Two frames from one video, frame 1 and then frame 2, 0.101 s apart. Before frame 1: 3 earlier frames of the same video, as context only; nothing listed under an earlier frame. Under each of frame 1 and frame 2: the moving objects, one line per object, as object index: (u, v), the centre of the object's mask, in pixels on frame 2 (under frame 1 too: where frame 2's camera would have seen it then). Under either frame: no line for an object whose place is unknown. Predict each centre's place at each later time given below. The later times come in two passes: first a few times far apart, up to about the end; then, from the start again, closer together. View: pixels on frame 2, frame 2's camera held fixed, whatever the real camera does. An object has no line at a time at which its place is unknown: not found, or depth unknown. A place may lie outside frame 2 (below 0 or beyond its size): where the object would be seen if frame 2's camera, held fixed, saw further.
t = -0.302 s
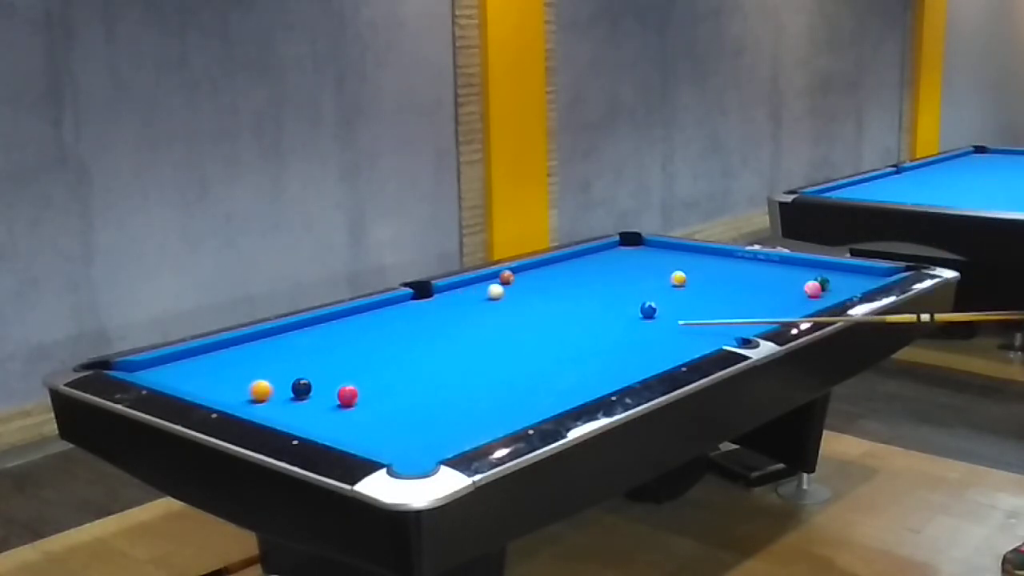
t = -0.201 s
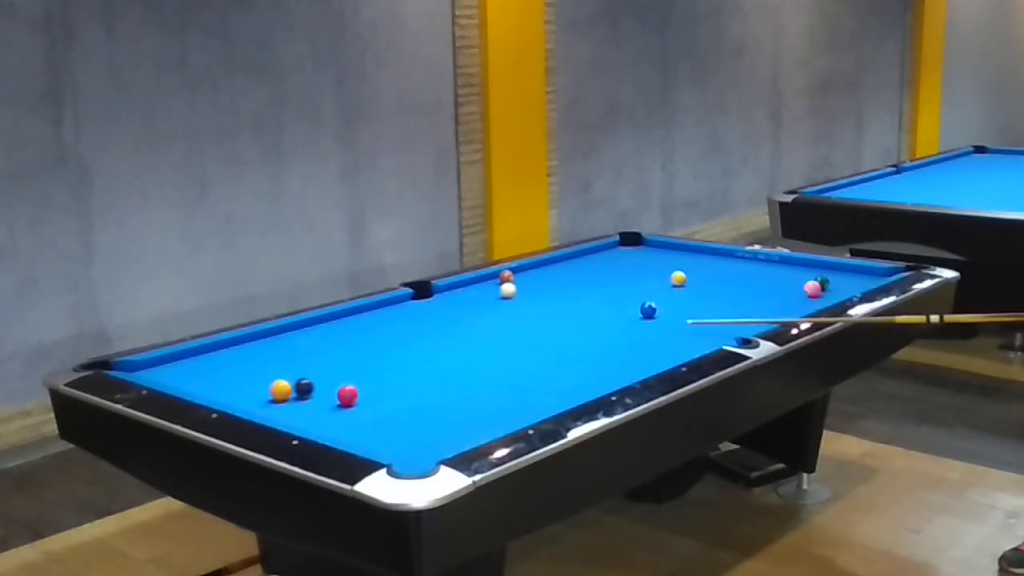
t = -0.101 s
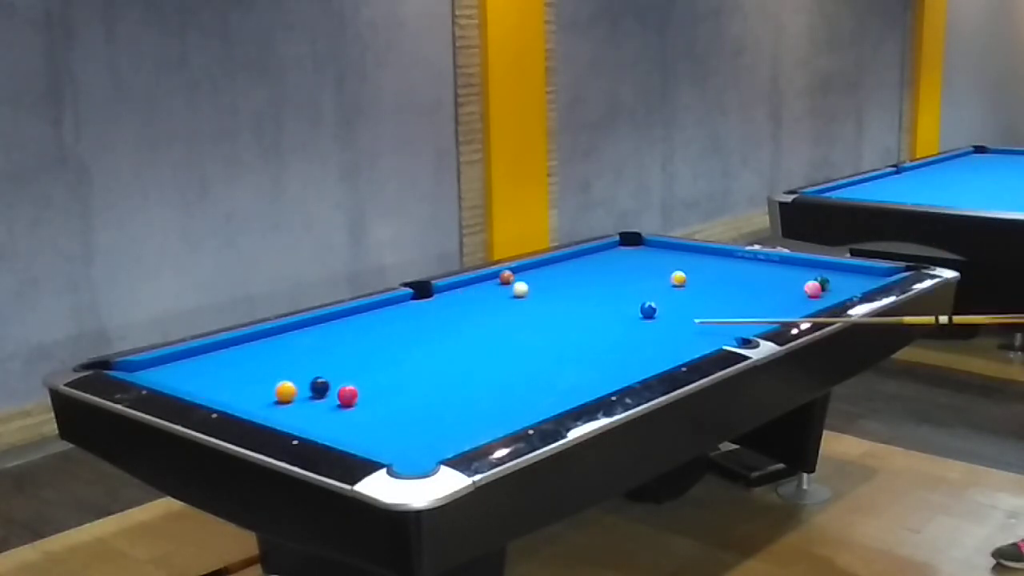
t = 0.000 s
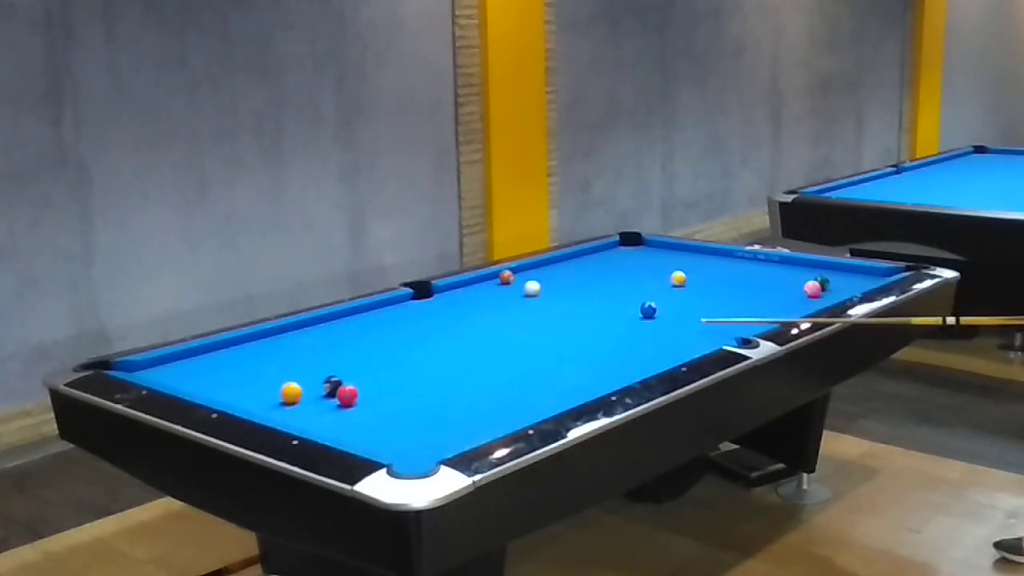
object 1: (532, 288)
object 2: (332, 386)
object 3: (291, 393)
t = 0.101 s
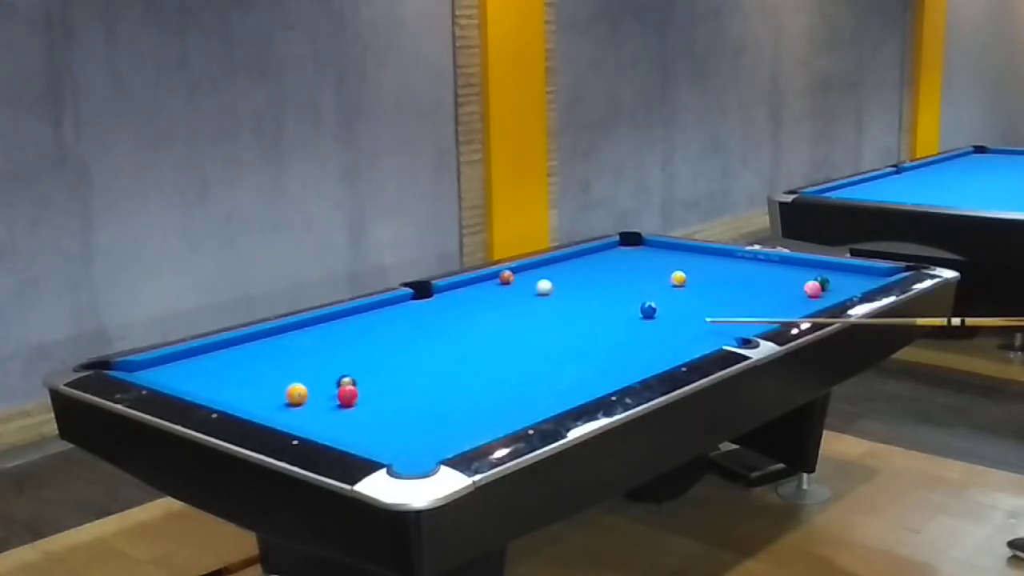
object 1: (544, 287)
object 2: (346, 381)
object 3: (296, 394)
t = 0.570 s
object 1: (596, 283)
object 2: (403, 381)
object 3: (319, 399)
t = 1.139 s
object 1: (651, 277)
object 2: (463, 377)
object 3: (341, 404)
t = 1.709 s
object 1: (700, 273)
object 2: (513, 374)
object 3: (356, 408)
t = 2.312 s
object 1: (744, 269)
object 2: (556, 371)
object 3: (366, 410)
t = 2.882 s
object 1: (780, 266)
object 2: (588, 370)
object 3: (369, 411)
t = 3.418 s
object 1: (809, 263)
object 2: (610, 369)
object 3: (369, 411)
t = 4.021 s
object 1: (816, 265)
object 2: (625, 367)
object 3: (369, 411)
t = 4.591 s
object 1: (817, 266)
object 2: (630, 367)
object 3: (369, 411)
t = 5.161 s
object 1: (816, 267)
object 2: (629, 367)
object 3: (369, 411)
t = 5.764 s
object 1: (816, 267)
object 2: (629, 367)
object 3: (369, 411)
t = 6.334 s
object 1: (816, 267)
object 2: (629, 367)
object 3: (369, 411)
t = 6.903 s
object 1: (817, 267)
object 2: (630, 367)
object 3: (369, 411)
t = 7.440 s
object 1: (817, 267)
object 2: (629, 367)
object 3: (369, 411)
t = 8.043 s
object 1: (817, 267)
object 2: (630, 367)
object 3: (369, 411)
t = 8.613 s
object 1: (817, 267)
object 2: (629, 367)
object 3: (369, 411)
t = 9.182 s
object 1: (817, 267)
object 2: (629, 367)
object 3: (369, 411)
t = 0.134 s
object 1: (547, 287)
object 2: (352, 381)
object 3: (298, 394)
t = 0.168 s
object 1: (551, 287)
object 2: (356, 382)
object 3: (300, 395)
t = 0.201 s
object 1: (555, 286)
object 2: (361, 383)
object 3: (302, 395)
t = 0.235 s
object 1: (559, 286)
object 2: (364, 384)
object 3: (303, 395)
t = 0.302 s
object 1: (567, 285)
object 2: (371, 383)
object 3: (307, 396)
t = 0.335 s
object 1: (570, 285)
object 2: (375, 383)
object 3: (308, 396)
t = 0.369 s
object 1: (574, 284)
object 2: (379, 382)
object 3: (310, 397)
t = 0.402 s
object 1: (578, 284)
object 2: (383, 382)
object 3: (312, 397)
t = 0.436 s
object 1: (581, 284)
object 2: (387, 382)
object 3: (313, 397)
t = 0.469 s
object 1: (585, 284)
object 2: (391, 382)
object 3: (315, 398)
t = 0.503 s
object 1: (588, 283)
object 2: (395, 382)
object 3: (316, 398)
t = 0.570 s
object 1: (596, 283)
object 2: (403, 381)
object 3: (319, 399)
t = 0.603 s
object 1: (599, 282)
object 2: (407, 381)
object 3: (320, 399)
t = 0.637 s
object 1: (602, 282)
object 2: (411, 381)
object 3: (322, 400)
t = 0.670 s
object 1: (606, 282)
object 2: (414, 380)
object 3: (323, 400)
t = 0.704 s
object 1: (609, 281)
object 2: (418, 380)
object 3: (325, 400)
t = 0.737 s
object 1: (612, 281)
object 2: (422, 380)
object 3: (326, 400)
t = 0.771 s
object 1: (616, 281)
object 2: (426, 380)
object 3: (327, 401)
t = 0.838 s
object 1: (622, 280)
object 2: (433, 379)
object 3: (330, 401)
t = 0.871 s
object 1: (626, 280)
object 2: (436, 379)
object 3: (331, 402)
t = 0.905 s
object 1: (629, 280)
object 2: (440, 378)
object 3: (333, 402)
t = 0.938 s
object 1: (632, 279)
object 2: (443, 378)
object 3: (334, 402)
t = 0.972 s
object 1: (635, 279)
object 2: (446, 378)
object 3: (335, 402)
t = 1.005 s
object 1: (639, 279)
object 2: (450, 378)
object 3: (336, 403)
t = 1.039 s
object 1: (642, 278)
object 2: (453, 378)
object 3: (337, 403)
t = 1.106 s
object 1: (648, 277)
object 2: (460, 377)
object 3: (340, 404)
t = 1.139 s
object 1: (651, 277)
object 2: (463, 377)
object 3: (341, 404)
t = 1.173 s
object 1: (654, 277)
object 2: (466, 377)
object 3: (342, 404)
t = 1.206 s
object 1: (657, 277)
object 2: (469, 377)
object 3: (343, 405)
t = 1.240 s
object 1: (660, 276)
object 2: (473, 376)
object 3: (344, 405)
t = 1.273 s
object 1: (663, 276)
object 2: (476, 376)
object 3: (345, 405)
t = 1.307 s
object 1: (665, 276)
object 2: (479, 376)
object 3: (346, 405)
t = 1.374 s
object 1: (670, 274)
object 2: (485, 376)
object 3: (348, 406)
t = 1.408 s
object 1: (673, 272)
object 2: (488, 375)
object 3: (349, 406)
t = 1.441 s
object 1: (676, 272)
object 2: (491, 375)
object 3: (350, 406)
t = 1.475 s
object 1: (682, 272)
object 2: (494, 375)
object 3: (351, 406)
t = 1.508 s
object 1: (685, 273)
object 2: (497, 375)
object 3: (351, 407)
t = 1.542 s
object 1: (687, 273)
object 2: (499, 374)
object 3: (352, 407)
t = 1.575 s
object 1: (690, 274)
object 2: (502, 374)
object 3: (353, 407)
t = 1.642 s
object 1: (694, 273)
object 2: (508, 374)
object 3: (354, 407)
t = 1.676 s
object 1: (697, 273)
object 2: (510, 374)
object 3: (355, 408)
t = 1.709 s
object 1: (700, 273)
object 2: (513, 374)
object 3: (356, 408)
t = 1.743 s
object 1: (702, 273)
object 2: (515, 373)
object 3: (357, 408)
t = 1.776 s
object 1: (705, 273)
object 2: (518, 373)
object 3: (358, 408)
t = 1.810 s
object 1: (708, 272)
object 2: (521, 373)
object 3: (358, 408)
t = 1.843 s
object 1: (710, 272)
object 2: (523, 373)
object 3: (359, 409)
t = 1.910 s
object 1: (716, 272)
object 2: (528, 373)
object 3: (360, 409)
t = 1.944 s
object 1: (718, 271)
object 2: (530, 373)
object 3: (361, 409)
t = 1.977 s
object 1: (720, 271)
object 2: (533, 372)
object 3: (361, 409)
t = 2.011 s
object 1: (723, 271)
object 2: (536, 372)
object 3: (362, 409)
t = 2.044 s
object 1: (725, 271)
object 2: (538, 372)
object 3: (362, 409)
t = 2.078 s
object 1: (728, 271)
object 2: (540, 372)
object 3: (363, 409)
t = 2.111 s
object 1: (730, 270)
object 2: (543, 372)
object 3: (364, 409)
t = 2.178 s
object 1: (735, 270)
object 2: (547, 372)
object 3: (365, 410)
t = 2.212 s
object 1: (738, 270)
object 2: (549, 372)
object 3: (365, 410)
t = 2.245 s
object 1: (740, 270)
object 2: (552, 371)
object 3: (366, 410)
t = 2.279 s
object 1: (742, 269)
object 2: (554, 372)
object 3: (366, 410)
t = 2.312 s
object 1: (744, 269)
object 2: (556, 371)
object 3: (366, 410)
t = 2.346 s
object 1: (747, 269)
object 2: (558, 371)
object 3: (367, 410)
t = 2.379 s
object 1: (749, 269)
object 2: (560, 371)
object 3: (367, 410)
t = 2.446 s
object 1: (753, 268)
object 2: (564, 371)
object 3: (368, 410)
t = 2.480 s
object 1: (756, 268)
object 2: (566, 370)
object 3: (368, 410)
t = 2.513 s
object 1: (758, 268)
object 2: (568, 370)
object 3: (368, 410)
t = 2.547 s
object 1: (760, 268)
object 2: (570, 370)
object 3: (369, 410)
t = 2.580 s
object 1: (762, 268)
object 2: (572, 370)
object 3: (369, 410)
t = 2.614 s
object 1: (764, 268)
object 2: (574, 370)
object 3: (369, 411)
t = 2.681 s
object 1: (768, 267)
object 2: (577, 370)
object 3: (369, 411)
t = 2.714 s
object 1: (770, 267)
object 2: (579, 370)
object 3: (369, 411)
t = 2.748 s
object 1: (772, 267)
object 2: (581, 370)
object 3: (369, 411)
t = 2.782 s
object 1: (774, 267)
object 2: (583, 370)
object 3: (369, 411)
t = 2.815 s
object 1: (777, 266)
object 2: (585, 370)
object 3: (369, 411)
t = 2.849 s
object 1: (778, 266)
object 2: (586, 369)
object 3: (369, 411)
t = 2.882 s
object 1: (780, 266)
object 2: (588, 370)
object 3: (369, 411)
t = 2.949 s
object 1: (784, 266)
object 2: (591, 369)
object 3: (369, 411)
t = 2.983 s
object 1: (786, 266)
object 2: (592, 369)
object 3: (369, 411)
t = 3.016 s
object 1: (788, 265)
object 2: (594, 369)
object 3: (369, 411)
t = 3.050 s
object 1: (790, 265)
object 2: (595, 369)
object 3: (369, 411)
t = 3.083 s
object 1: (791, 265)
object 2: (597, 369)
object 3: (369, 411)
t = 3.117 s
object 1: (794, 265)
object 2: (598, 369)
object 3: (369, 411)
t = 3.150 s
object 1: (795, 265)
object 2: (600, 368)
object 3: (369, 411)
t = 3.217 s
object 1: (799, 264)
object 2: (602, 368)
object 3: (369, 411)
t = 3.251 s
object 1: (800, 264)
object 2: (604, 368)
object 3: (369, 411)
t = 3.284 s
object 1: (802, 264)
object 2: (605, 369)
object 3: (369, 411)
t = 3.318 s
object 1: (804, 264)
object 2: (606, 368)
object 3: (369, 411)
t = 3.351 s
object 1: (805, 264)
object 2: (607, 368)
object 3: (369, 411)
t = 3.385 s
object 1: (807, 264)
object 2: (608, 369)
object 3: (369, 411)
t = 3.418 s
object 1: (809, 263)
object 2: (610, 369)
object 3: (369, 411)
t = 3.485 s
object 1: (812, 263)
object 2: (612, 368)
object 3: (369, 411)
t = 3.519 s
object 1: (813, 263)
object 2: (613, 368)
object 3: (369, 411)
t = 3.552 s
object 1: (815, 263)
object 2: (614, 368)
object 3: (369, 411)
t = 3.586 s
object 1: (815, 263)
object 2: (615, 368)
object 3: (369, 411)
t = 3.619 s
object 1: (815, 263)
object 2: (616, 368)
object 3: (369, 411)
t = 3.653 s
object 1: (815, 263)
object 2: (617, 368)
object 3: (369, 411)
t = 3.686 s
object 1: (815, 264)
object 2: (618, 368)
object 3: (369, 411)
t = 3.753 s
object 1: (816, 264)
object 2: (620, 368)
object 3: (369, 411)
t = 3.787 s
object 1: (816, 264)
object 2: (620, 368)
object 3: (369, 411)
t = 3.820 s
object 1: (816, 264)
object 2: (621, 368)
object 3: (369, 411)
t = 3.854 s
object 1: (816, 264)
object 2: (622, 368)
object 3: (369, 411)
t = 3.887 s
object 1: (816, 265)
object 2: (623, 368)
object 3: (369, 411)
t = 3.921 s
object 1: (816, 265)
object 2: (623, 368)
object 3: (369, 411)
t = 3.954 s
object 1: (816, 265)
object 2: (624, 367)
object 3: (369, 411)
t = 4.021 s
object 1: (816, 265)
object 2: (625, 367)
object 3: (369, 411)
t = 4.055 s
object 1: (816, 265)
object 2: (625, 367)
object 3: (369, 411)
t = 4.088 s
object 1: (816, 265)
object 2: (626, 367)
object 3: (369, 411)
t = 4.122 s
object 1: (817, 266)
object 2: (627, 367)
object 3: (369, 411)
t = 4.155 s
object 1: (817, 266)
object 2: (627, 367)
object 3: (369, 411)
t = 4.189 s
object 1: (817, 266)
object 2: (628, 367)
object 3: (369, 411)
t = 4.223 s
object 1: (817, 266)
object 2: (628, 367)
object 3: (369, 411)
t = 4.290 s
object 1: (817, 266)
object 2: (629, 367)
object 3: (369, 411)
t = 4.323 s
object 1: (817, 266)
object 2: (629, 367)
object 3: (369, 411)
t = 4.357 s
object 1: (817, 266)
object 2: (629, 367)
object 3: (369, 411)
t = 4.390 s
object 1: (817, 266)
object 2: (629, 367)
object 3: (369, 411)
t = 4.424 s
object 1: (817, 266)
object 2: (629, 367)
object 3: (369, 411)
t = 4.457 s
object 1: (817, 266)
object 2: (629, 367)
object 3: (369, 411)
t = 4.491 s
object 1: (817, 266)
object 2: (630, 367)
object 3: (369, 411)
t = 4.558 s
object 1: (817, 266)
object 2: (630, 367)
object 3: (369, 411)
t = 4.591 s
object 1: (817, 266)
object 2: (630, 367)
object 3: (369, 411)
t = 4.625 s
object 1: (816, 266)
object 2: (630, 367)
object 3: (369, 411)
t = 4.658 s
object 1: (816, 267)
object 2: (629, 367)
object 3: (369, 411)
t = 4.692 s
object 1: (816, 266)
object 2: (629, 367)
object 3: (369, 411)
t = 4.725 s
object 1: (816, 267)
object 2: (629, 367)
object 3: (369, 411)
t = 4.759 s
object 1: (816, 267)
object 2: (629, 367)
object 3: (369, 411)
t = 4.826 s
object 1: (816, 267)
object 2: (629, 367)
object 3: (369, 411)
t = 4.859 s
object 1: (816, 267)
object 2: (629, 367)
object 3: (369, 411)
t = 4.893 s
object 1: (816, 267)
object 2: (629, 367)
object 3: (369, 411)
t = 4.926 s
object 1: (816, 267)
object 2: (629, 367)
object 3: (369, 411)
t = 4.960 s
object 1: (816, 267)
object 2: (629, 367)
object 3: (369, 411)
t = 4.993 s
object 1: (816, 267)
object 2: (629, 367)
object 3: (369, 411)
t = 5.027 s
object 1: (816, 267)
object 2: (629, 367)
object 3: (369, 411)
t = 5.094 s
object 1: (816, 267)
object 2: (629, 367)
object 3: (369, 411)
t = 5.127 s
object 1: (816, 267)
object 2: (629, 367)
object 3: (369, 411)
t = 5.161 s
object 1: (816, 267)
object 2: (629, 367)
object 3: (369, 411)
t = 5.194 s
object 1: (816, 267)
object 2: (629, 367)
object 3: (369, 411)
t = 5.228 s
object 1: (816, 267)
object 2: (629, 367)
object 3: (369, 411)
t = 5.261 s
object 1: (817, 267)
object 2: (629, 367)
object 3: (369, 411)
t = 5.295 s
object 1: (816, 267)
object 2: (629, 367)
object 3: (369, 411)
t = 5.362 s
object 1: (816, 267)
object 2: (629, 367)
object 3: (369, 411)
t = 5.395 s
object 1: (816, 267)
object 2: (629, 367)
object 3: (369, 411)
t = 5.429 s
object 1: (816, 267)
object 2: (629, 367)
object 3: (369, 411)
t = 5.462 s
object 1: (816, 267)
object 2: (629, 367)
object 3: (369, 411)
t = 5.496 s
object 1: (817, 267)
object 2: (629, 367)
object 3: (369, 411)
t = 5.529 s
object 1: (816, 267)
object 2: (629, 367)
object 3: (369, 411)
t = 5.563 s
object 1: (816, 267)
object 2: (629, 367)
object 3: (369, 411)
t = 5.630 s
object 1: (816, 267)
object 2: (629, 367)
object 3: (369, 411)
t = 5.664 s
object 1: (816, 267)
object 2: (629, 367)
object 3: (369, 411)
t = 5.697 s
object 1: (816, 267)
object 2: (629, 367)
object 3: (369, 411)
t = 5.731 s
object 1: (816, 267)
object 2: (629, 367)
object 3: (369, 411)
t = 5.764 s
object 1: (816, 267)
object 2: (629, 367)
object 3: (369, 411)
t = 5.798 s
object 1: (816, 267)
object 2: (629, 367)
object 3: (369, 411)
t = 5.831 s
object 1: (816, 267)
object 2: (629, 367)
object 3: (369, 411)
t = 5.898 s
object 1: (816, 267)
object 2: (629, 367)
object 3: (369, 411)
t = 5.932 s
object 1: (816, 267)
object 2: (629, 367)
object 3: (369, 411)
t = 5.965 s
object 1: (816, 267)
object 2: (629, 367)
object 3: (369, 411)
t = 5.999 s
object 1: (816, 267)
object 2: (629, 367)
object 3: (369, 411)
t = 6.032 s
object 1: (816, 267)
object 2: (629, 367)
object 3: (369, 411)
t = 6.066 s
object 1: (816, 267)
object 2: (629, 367)
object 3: (369, 411)
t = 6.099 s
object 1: (816, 267)
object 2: (629, 367)
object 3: (369, 411)
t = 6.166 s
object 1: (816, 267)
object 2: (629, 367)
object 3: (369, 411)
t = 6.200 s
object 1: (816, 267)
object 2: (629, 367)
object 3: (369, 411)
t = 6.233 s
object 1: (816, 267)
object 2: (629, 367)
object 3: (369, 411)
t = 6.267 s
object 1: (816, 267)
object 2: (629, 367)
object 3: (369, 411)
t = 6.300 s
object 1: (816, 267)
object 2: (629, 367)
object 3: (369, 411)
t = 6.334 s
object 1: (816, 267)
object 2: (629, 367)
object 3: (369, 411)
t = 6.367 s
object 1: (816, 267)
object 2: (629, 367)
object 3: (369, 411)
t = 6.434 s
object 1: (816, 267)
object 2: (630, 367)
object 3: (369, 411)
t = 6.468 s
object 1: (816, 267)
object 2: (629, 367)
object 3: (369, 411)
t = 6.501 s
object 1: (816, 267)
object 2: (629, 367)
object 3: (369, 411)
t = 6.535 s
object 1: (816, 267)
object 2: (629, 367)
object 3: (369, 411)
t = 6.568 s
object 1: (816, 267)
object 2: (629, 367)
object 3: (369, 411)
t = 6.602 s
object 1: (817, 267)
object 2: (630, 367)
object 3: (369, 411)
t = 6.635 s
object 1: (817, 267)
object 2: (630, 367)
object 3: (369, 411)
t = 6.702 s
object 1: (817, 267)
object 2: (630, 367)
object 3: (369, 411)
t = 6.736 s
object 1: (817, 267)
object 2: (630, 367)
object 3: (369, 411)
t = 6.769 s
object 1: (817, 267)
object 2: (630, 367)
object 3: (369, 411)
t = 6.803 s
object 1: (817, 267)
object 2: (630, 367)
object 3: (369, 411)
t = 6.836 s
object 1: (817, 267)
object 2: (630, 367)
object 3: (369, 411)
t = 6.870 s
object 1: (817, 267)
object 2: (630, 367)
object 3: (369, 411)
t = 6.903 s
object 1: (817, 267)
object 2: (630, 367)
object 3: (369, 411)
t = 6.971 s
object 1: (817, 267)
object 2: (630, 367)
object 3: (369, 411)
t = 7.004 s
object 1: (817, 267)
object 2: (629, 367)
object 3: (369, 411)
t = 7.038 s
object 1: (817, 267)
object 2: (630, 367)
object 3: (369, 411)
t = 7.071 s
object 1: (817, 267)
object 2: (629, 367)
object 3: (369, 411)
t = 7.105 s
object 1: (817, 267)
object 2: (630, 367)
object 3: (369, 411)
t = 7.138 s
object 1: (817, 267)
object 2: (630, 367)
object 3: (369, 411)
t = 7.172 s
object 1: (817, 267)
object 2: (630, 367)
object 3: (369, 411)
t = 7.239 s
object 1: (817, 267)
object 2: (630, 367)
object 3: (369, 411)
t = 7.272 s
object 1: (817, 267)
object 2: (629, 367)
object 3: (369, 411)
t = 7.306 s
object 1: (817, 267)
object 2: (630, 367)
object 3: (369, 411)
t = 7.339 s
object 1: (817, 267)
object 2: (629, 367)
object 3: (369, 411)
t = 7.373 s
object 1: (817, 267)
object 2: (629, 367)
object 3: (369, 411)
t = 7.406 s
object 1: (817, 267)
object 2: (629, 367)
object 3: (369, 411)
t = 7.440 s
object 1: (817, 267)
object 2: (629, 367)
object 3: (369, 411)
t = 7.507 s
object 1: (817, 267)
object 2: (630, 367)
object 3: (369, 411)
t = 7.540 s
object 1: (817, 267)
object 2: (630, 367)
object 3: (369, 410)
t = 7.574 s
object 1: (817, 267)
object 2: (630, 367)
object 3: (369, 411)
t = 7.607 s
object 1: (817, 267)
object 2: (629, 367)
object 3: (369, 410)
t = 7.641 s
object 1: (817, 267)
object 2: (630, 367)
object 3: (369, 411)
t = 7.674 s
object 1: (817, 267)
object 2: (630, 367)
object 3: (369, 410)
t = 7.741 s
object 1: (817, 267)
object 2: (629, 367)
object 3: (369, 410)
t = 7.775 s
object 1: (817, 267)
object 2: (629, 367)
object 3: (369, 411)
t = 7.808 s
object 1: (817, 267)
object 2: (629, 367)
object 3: (369, 411)
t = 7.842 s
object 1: (817, 267)
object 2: (629, 367)
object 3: (369, 411)
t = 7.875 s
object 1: (817, 267)
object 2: (630, 367)
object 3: (369, 411)
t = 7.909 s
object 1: (817, 267)
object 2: (630, 367)
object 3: (369, 410)
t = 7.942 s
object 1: (817, 267)
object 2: (630, 367)
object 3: (369, 411)
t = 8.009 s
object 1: (817, 267)
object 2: (629, 367)
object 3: (369, 411)
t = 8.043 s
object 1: (817, 267)
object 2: (630, 367)
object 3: (369, 411)
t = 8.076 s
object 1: (817, 267)
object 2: (629, 367)
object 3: (369, 411)
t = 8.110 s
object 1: (817, 267)
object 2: (629, 367)
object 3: (369, 411)
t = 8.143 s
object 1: (817, 267)
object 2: (630, 367)
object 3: (369, 411)
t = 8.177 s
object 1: (817, 267)
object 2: (630, 367)
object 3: (369, 411)
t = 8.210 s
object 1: (817, 267)
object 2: (630, 367)
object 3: (369, 411)
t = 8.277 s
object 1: (817, 267)
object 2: (630, 367)
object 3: (369, 411)
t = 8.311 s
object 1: (817, 267)
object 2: (629, 367)
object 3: (369, 411)
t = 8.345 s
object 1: (817, 267)
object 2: (629, 367)
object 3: (369, 411)
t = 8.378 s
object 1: (817, 267)
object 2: (629, 367)
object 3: (369, 411)
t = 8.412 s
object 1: (817, 267)
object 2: (630, 367)
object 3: (369, 411)
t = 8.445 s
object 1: (817, 267)
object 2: (629, 367)
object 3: (369, 411)
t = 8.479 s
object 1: (817, 267)
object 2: (630, 367)
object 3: (369, 411)
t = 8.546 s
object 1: (817, 267)
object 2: (630, 367)
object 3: (369, 411)
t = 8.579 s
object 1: (817, 267)
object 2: (629, 367)
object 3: (369, 411)
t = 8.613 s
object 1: (817, 267)
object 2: (629, 367)
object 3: (369, 411)
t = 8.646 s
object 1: (817, 267)
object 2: (629, 367)
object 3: (369, 411)
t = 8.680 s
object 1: (817, 267)
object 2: (629, 367)
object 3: (369, 411)
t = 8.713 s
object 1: (817, 267)
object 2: (630, 367)
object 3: (369, 411)
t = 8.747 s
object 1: (817, 267)
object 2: (630, 367)
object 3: (369, 411)
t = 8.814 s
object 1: (817, 267)
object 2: (629, 367)
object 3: (369, 411)
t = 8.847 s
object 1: (817, 267)
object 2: (630, 367)
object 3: (369, 411)
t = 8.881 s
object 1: (817, 267)
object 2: (629, 367)
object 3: (369, 411)
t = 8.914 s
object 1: (817, 267)
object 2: (629, 367)
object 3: (369, 411)
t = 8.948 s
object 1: (817, 267)
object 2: (629, 367)
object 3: (369, 411)
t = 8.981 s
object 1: (817, 267)
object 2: (629, 367)
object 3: (369, 411)
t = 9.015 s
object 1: (817, 267)
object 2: (629, 367)
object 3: (369, 411)
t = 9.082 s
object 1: (817, 267)
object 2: (629, 367)
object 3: (369, 411)
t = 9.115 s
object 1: (816, 267)
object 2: (629, 367)
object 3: (369, 411)
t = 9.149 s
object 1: (817, 267)
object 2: (630, 367)
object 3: (369, 411)
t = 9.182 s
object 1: (817, 267)
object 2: (629, 367)
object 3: (369, 411)
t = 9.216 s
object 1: (817, 267)
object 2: (630, 367)
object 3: (369, 411)
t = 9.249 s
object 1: (817, 267)
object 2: (630, 367)
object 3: (369, 411)
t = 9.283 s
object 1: (817, 267)
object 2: (629, 367)
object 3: (369, 411)
